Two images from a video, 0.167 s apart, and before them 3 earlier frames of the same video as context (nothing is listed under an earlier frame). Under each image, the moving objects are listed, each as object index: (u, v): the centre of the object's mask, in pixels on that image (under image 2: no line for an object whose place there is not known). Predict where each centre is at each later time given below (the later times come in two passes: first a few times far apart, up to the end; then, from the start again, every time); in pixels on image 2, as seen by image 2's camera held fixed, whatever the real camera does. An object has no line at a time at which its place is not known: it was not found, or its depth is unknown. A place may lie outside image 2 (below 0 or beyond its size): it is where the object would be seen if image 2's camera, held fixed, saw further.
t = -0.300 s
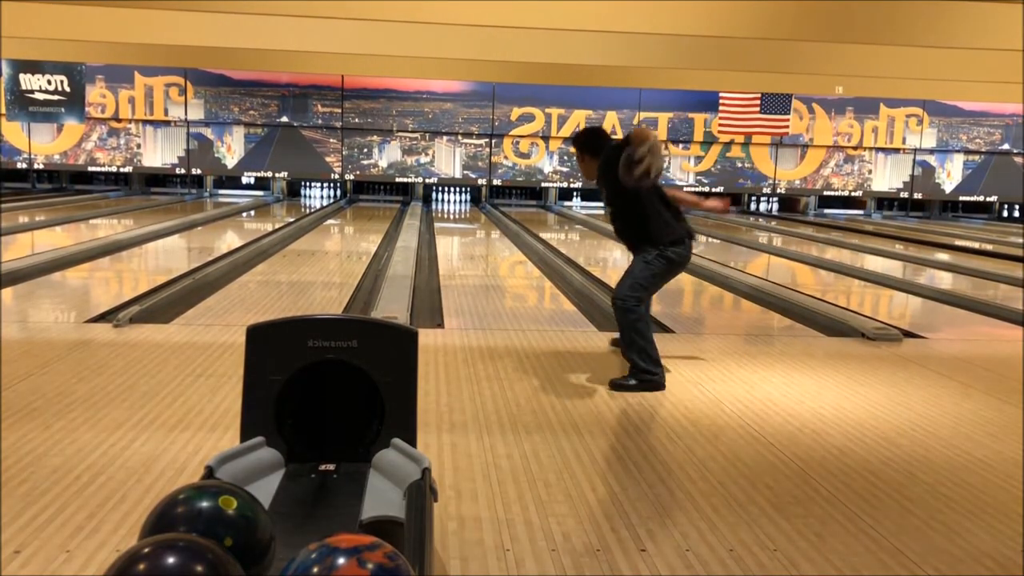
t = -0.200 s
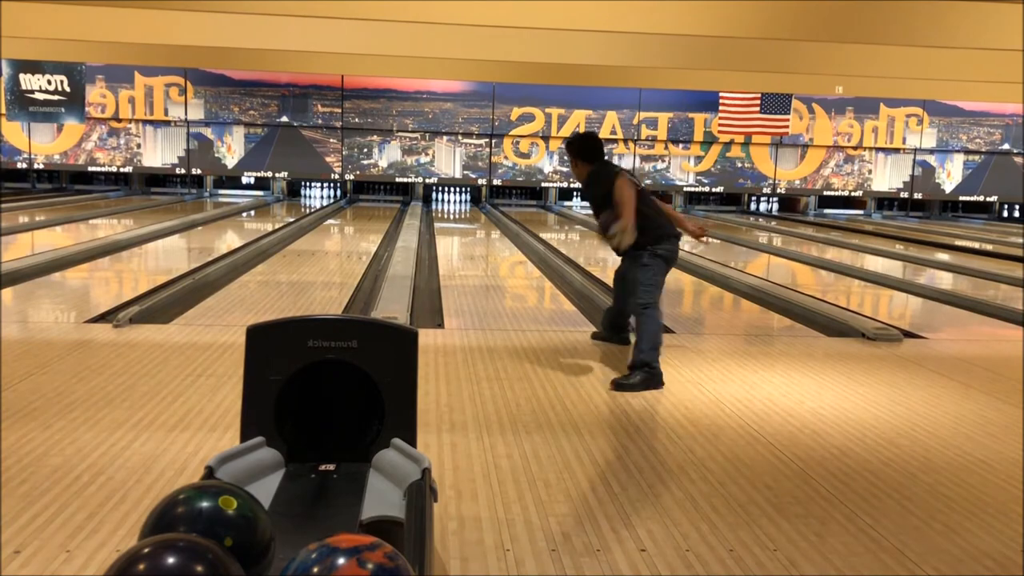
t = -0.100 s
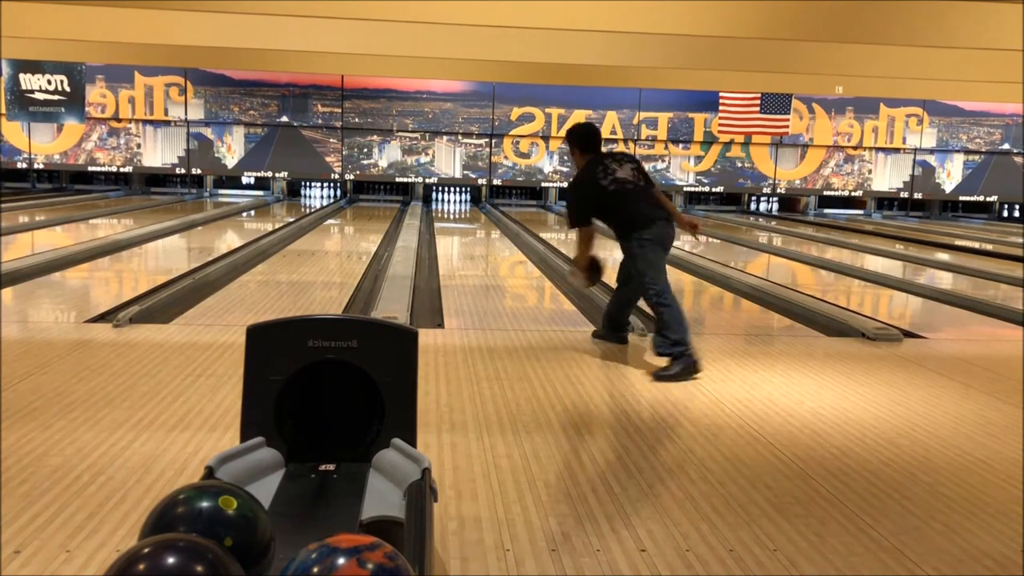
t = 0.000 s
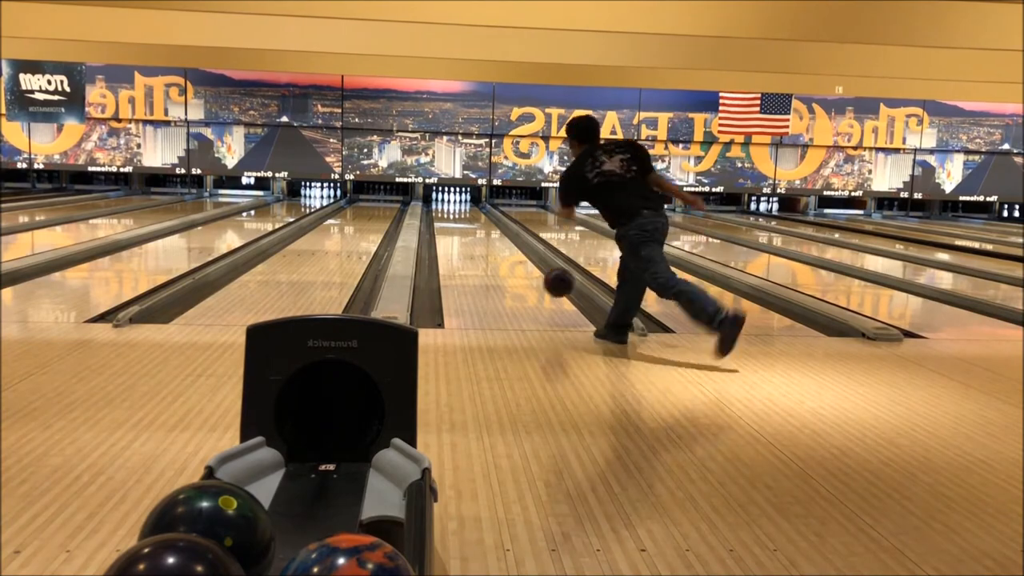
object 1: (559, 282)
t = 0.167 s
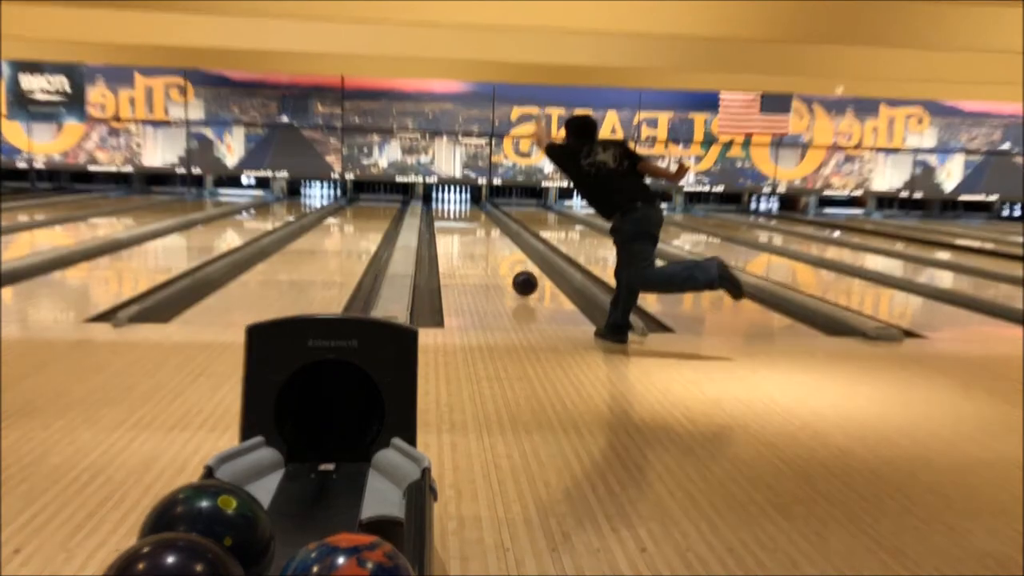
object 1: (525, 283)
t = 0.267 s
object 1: (509, 275)
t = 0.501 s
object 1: (483, 256)
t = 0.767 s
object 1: (462, 240)
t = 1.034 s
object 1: (448, 228)
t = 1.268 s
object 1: (440, 220)
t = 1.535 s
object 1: (436, 214)
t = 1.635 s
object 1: (435, 212)
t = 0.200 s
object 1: (519, 280)
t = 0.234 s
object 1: (514, 279)
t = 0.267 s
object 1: (509, 275)
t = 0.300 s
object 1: (505, 272)
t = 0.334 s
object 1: (500, 270)
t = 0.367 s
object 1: (497, 267)
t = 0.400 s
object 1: (493, 263)
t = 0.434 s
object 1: (489, 261)
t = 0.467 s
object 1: (486, 257)
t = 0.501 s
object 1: (483, 256)
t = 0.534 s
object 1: (480, 254)
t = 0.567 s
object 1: (477, 251)
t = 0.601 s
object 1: (474, 248)
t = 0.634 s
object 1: (471, 248)
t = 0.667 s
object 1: (469, 245)
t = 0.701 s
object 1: (467, 243)
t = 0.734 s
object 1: (465, 242)
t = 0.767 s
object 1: (462, 240)
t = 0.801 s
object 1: (460, 238)
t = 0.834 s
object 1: (458, 237)
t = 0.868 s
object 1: (457, 235)
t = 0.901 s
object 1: (455, 234)
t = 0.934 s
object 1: (452, 232)
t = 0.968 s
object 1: (451, 231)
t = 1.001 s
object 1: (450, 229)
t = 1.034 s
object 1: (448, 228)
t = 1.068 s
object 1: (447, 227)
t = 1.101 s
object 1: (446, 226)
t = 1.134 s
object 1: (444, 225)
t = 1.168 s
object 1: (443, 224)
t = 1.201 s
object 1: (442, 223)
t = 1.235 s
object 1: (441, 222)
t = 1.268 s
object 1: (440, 220)
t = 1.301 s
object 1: (440, 220)
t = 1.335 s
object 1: (439, 218)
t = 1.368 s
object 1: (438, 217)
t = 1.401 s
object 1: (438, 217)
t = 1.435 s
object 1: (437, 216)
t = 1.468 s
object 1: (437, 215)
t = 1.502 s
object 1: (436, 214)
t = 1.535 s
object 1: (436, 214)
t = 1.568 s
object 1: (435, 213)
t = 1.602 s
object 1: (435, 212)
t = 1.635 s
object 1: (435, 212)
